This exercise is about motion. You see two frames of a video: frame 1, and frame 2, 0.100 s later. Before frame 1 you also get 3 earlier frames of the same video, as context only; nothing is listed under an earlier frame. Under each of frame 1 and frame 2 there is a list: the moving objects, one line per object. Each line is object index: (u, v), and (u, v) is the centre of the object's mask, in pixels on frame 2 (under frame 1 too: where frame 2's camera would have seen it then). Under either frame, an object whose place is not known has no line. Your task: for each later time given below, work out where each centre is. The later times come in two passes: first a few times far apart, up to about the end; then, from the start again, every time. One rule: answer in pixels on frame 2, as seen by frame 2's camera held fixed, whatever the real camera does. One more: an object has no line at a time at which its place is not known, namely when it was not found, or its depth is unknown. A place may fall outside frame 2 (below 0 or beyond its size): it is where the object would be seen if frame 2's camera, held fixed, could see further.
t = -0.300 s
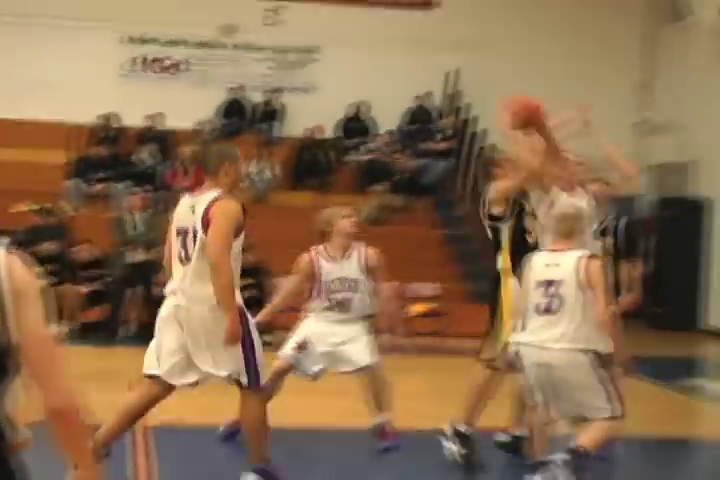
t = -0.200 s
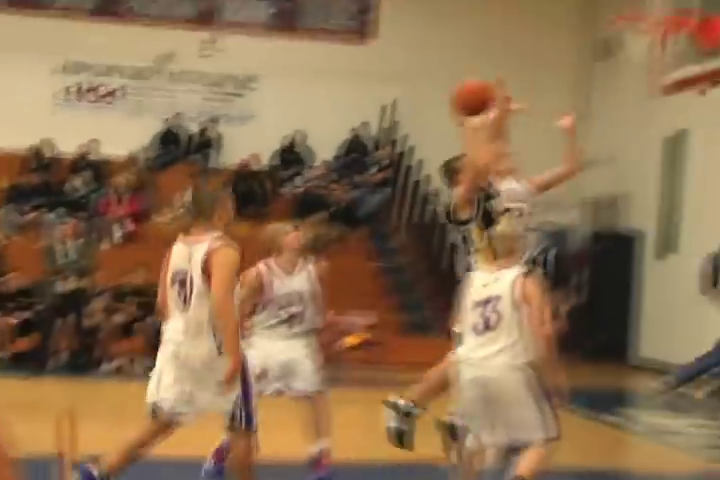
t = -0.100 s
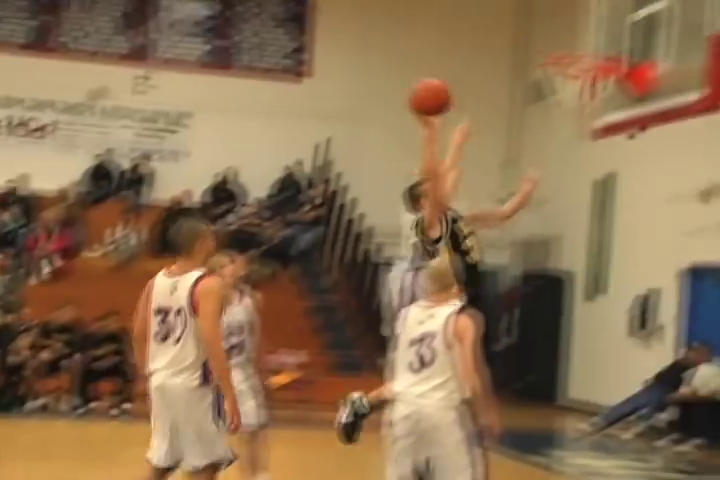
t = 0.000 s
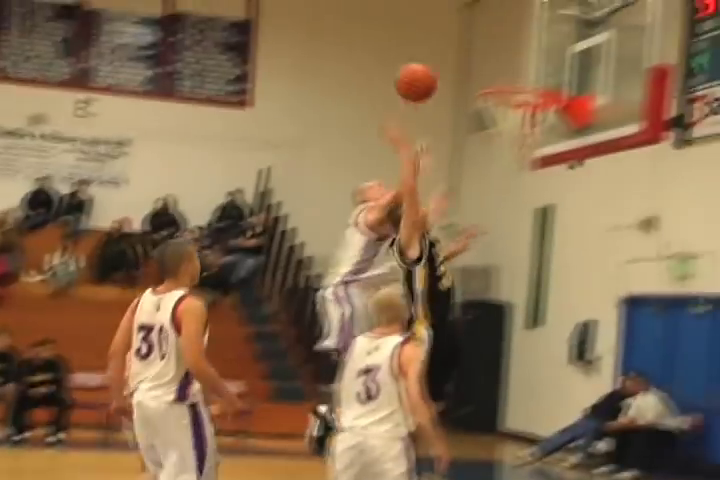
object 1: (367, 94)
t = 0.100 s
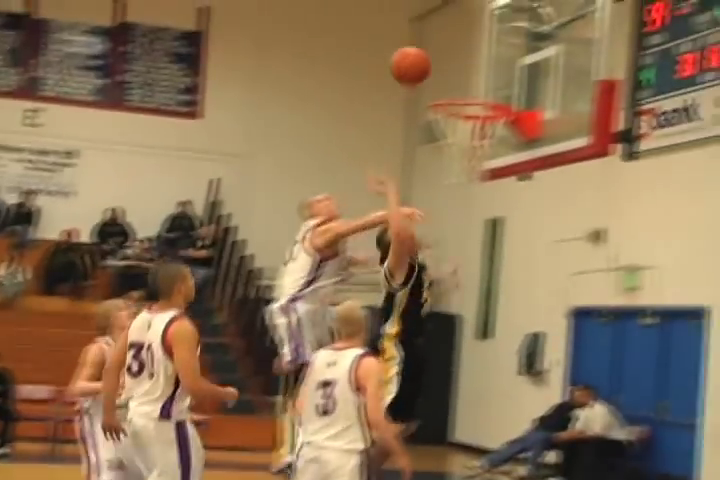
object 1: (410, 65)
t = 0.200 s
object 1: (450, 53)
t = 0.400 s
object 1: (506, 69)
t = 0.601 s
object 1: (434, 128)
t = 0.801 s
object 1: (425, 165)
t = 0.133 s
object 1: (424, 59)
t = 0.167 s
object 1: (437, 55)
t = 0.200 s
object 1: (450, 53)
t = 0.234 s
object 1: (463, 52)
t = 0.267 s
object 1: (477, 52)
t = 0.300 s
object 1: (489, 55)
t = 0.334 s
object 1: (502, 59)
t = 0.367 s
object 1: (513, 64)
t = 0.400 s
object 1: (506, 69)
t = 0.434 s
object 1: (493, 75)
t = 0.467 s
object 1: (482, 82)
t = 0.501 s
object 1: (470, 88)
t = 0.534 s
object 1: (457, 101)
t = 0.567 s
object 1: (446, 117)
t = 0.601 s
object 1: (434, 128)
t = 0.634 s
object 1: (428, 135)
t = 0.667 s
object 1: (426, 140)
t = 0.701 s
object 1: (424, 144)
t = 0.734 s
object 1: (425, 149)
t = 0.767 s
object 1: (426, 160)
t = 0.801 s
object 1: (425, 165)
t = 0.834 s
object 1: (424, 173)
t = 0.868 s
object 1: (424, 186)
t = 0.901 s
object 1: (423, 198)
